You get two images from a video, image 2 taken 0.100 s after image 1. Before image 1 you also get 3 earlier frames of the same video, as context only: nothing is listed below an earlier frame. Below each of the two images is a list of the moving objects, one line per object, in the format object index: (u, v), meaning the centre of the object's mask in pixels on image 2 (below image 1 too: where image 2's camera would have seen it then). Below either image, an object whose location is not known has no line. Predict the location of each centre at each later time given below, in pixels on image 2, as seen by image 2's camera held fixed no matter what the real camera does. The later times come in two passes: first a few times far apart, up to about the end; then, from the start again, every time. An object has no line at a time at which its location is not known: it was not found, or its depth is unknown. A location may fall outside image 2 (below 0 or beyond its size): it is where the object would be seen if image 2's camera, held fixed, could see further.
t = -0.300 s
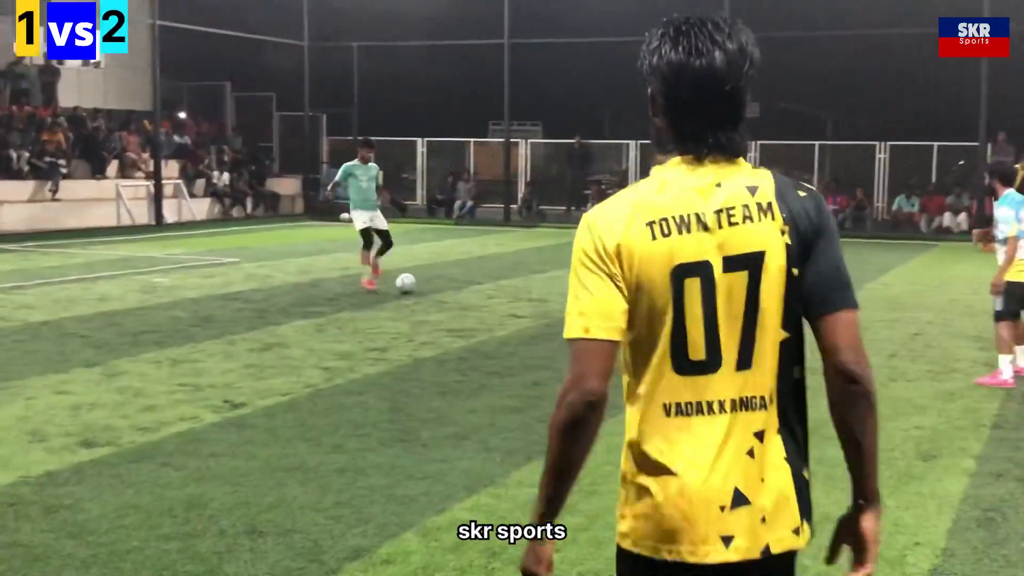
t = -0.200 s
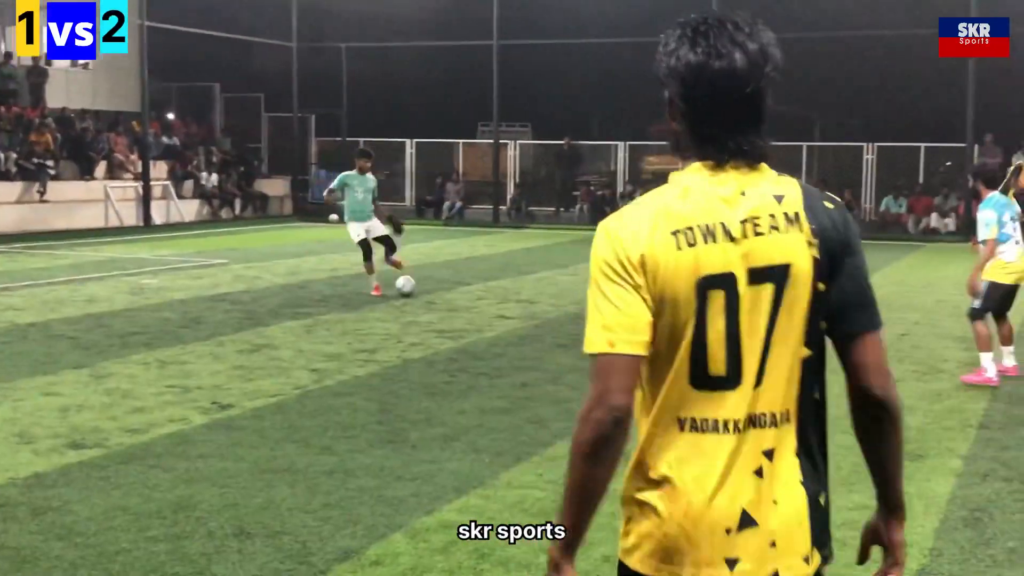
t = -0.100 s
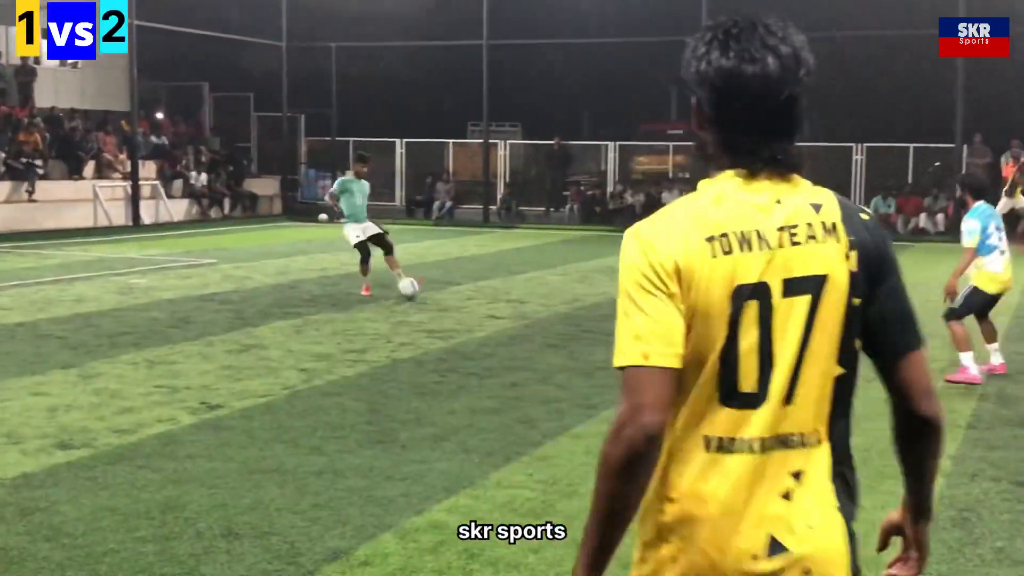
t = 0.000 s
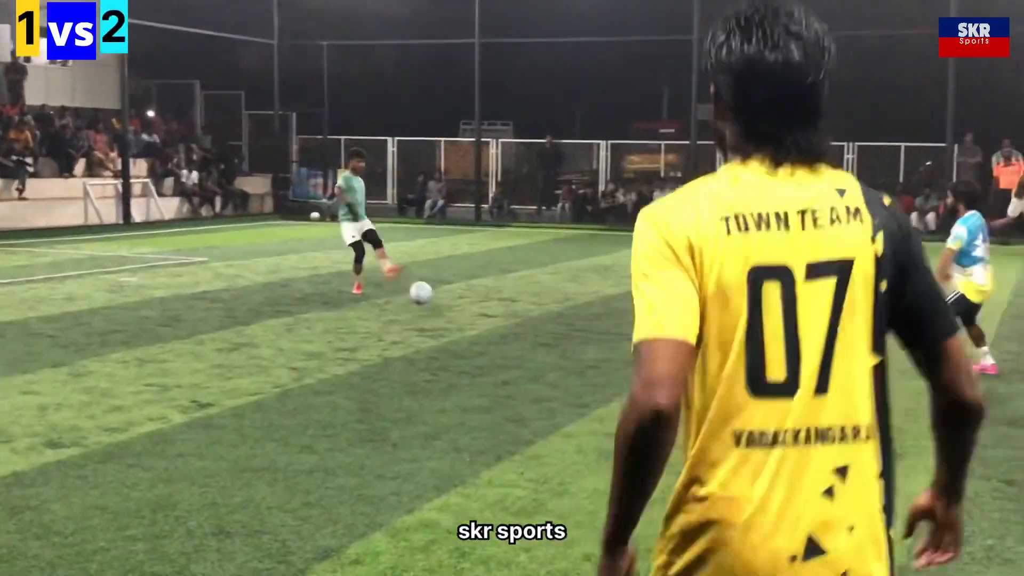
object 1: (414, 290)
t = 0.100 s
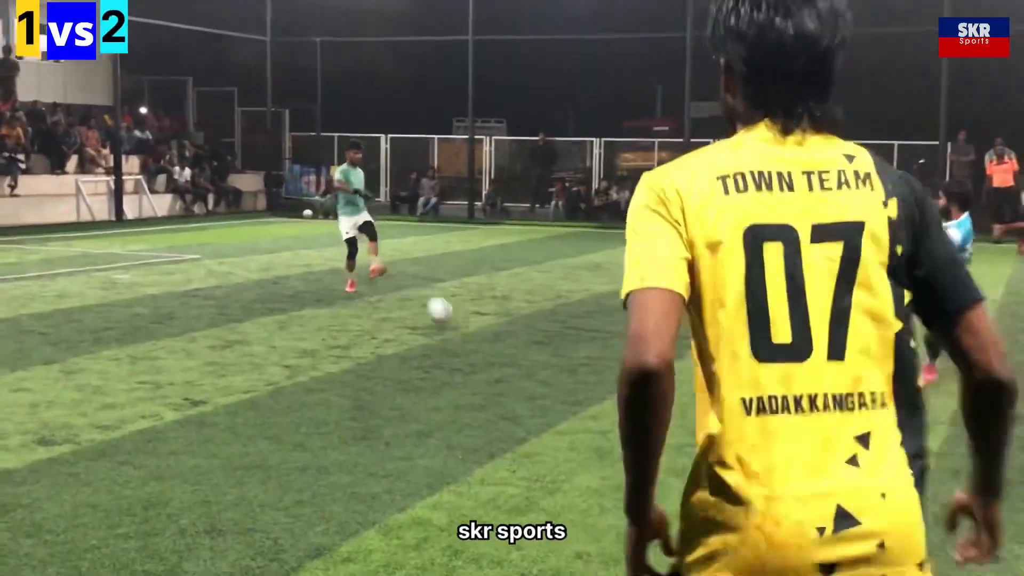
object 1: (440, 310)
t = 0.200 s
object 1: (466, 320)
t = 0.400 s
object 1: (532, 356)
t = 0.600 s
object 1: (614, 404)
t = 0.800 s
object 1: (730, 499)
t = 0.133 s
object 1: (450, 320)
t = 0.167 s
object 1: (458, 320)
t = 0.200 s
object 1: (466, 320)
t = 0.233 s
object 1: (476, 321)
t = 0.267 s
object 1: (486, 324)
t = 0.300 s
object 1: (497, 329)
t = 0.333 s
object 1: (508, 336)
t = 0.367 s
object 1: (519, 345)
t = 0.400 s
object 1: (532, 356)
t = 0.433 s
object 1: (546, 375)
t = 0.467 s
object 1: (561, 390)
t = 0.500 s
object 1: (573, 393)
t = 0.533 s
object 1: (586, 394)
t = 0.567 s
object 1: (599, 398)
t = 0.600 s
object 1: (614, 404)
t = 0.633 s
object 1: (630, 414)
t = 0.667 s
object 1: (647, 426)
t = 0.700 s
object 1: (665, 443)
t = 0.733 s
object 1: (685, 462)
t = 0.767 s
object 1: (705, 488)
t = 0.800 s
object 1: (730, 499)
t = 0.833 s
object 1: (756, 508)
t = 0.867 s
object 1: (783, 525)
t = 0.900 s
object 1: (815, 544)
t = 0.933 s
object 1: (851, 569)
